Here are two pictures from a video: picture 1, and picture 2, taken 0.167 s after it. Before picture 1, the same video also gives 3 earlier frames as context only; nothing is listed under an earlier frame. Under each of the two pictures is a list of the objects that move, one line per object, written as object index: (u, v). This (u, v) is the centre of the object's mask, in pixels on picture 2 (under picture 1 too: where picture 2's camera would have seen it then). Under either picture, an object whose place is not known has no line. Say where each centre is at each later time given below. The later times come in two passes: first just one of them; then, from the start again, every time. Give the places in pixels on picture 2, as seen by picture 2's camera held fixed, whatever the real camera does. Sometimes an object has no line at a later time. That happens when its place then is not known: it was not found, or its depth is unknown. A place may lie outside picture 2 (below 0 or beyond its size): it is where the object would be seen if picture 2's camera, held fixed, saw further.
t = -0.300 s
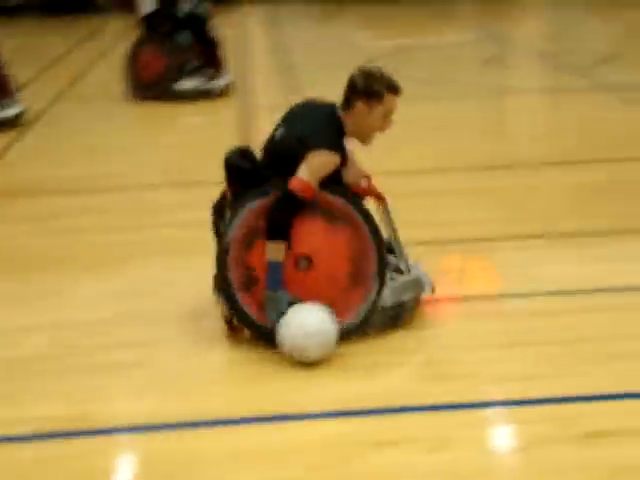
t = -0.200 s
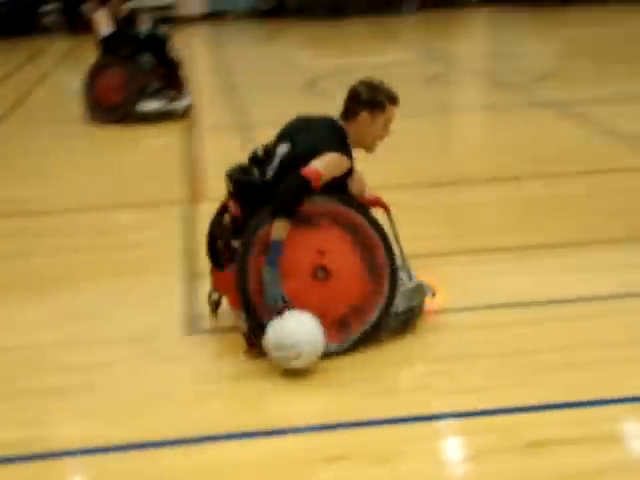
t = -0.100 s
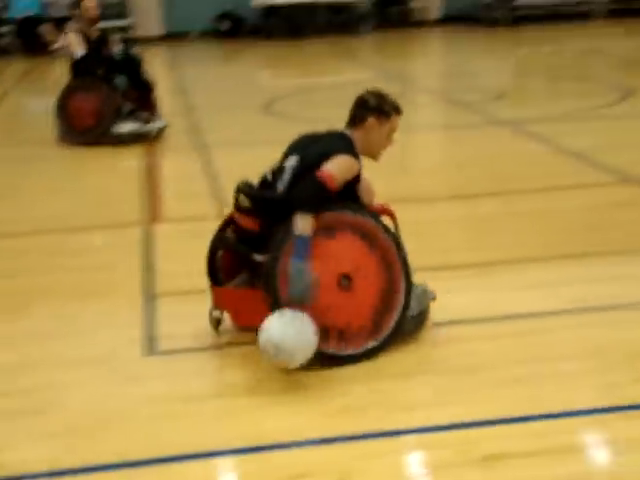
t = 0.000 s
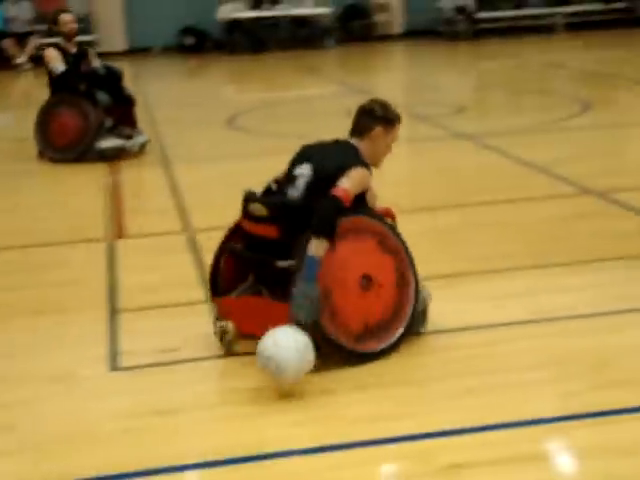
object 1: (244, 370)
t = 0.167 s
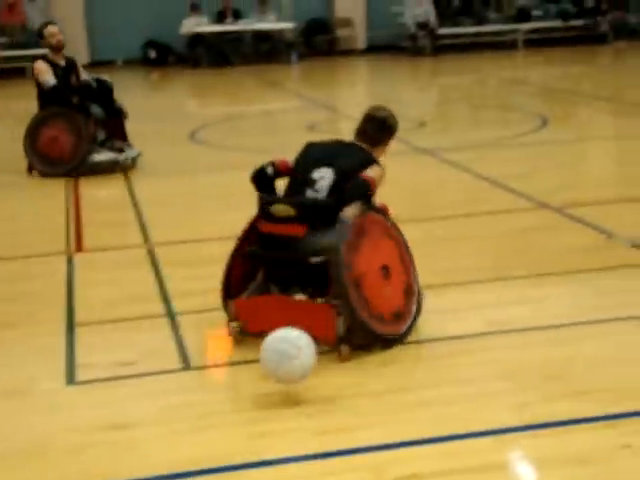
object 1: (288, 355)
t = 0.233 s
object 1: (305, 356)
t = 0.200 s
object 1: (296, 355)
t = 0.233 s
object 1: (305, 356)
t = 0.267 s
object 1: (315, 365)
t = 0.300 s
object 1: (323, 367)
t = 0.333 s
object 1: (332, 359)
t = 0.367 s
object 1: (341, 353)
